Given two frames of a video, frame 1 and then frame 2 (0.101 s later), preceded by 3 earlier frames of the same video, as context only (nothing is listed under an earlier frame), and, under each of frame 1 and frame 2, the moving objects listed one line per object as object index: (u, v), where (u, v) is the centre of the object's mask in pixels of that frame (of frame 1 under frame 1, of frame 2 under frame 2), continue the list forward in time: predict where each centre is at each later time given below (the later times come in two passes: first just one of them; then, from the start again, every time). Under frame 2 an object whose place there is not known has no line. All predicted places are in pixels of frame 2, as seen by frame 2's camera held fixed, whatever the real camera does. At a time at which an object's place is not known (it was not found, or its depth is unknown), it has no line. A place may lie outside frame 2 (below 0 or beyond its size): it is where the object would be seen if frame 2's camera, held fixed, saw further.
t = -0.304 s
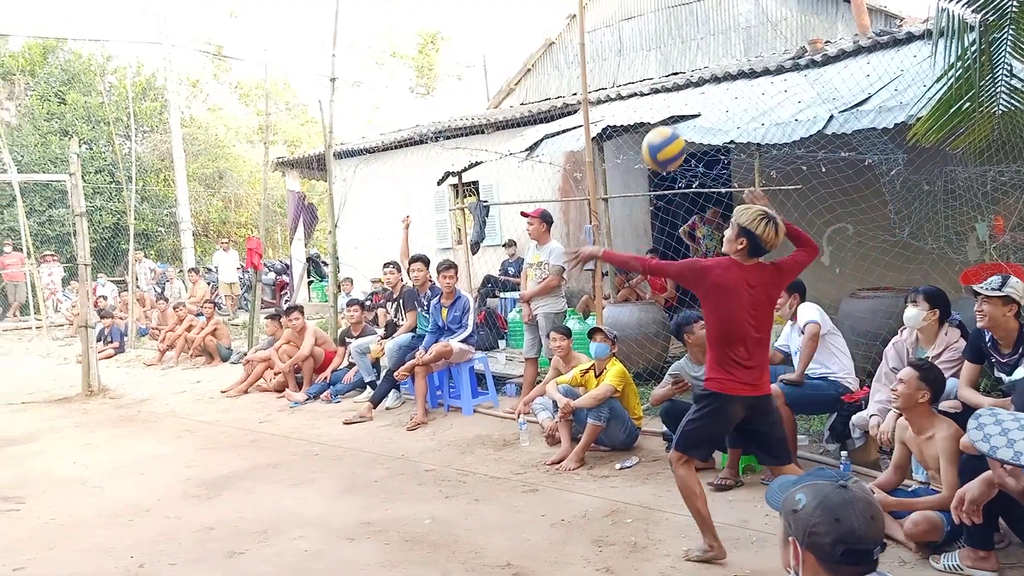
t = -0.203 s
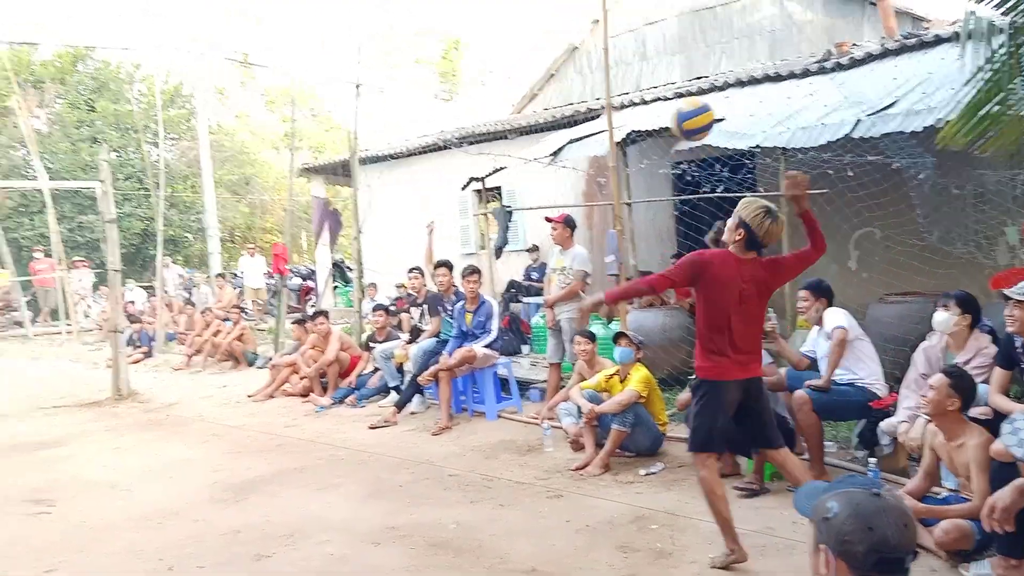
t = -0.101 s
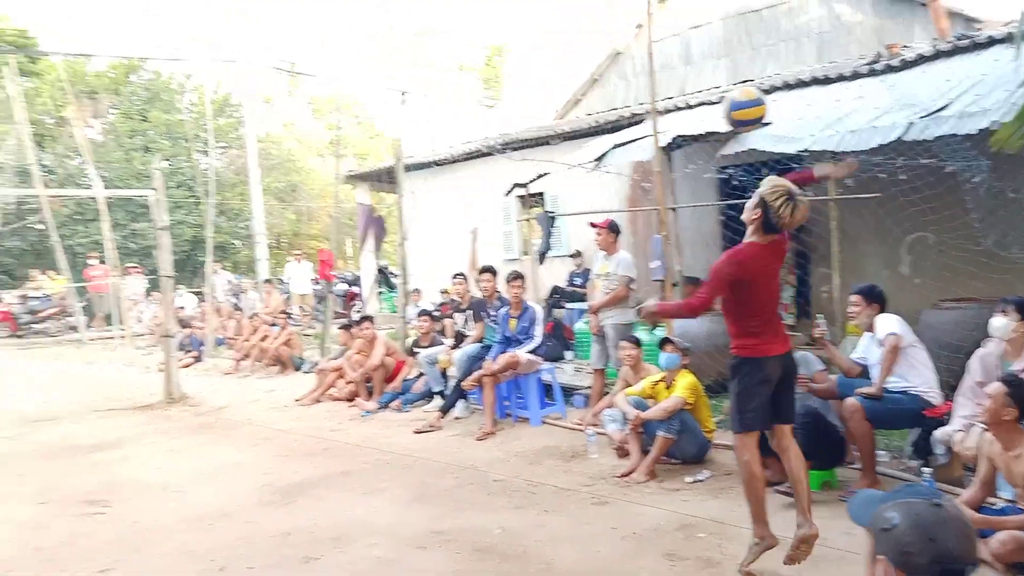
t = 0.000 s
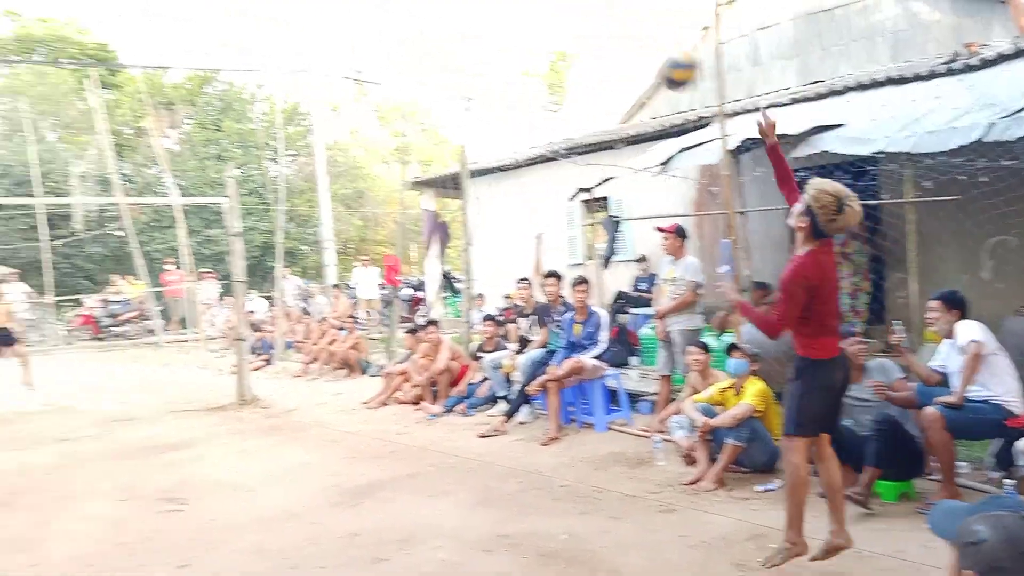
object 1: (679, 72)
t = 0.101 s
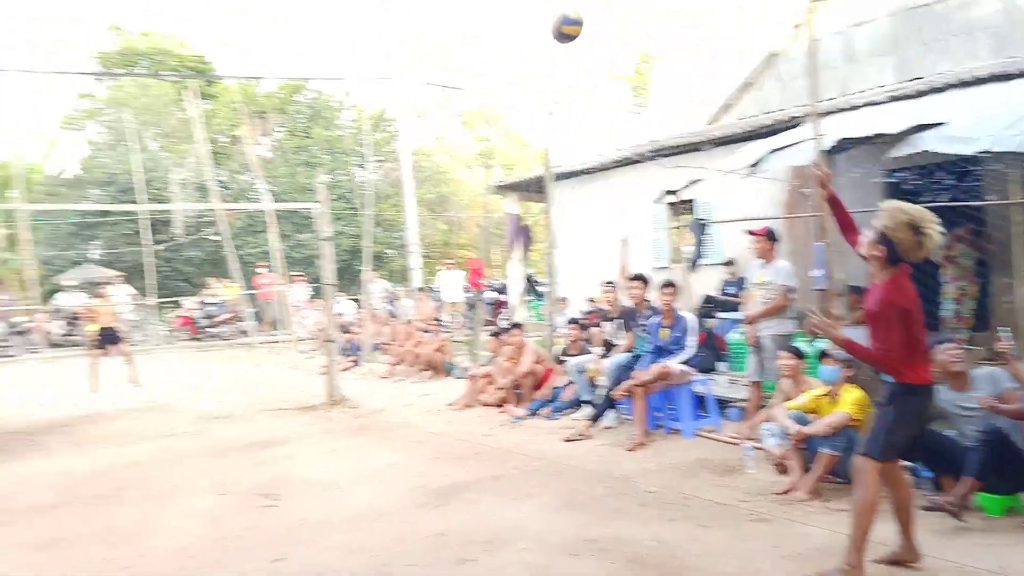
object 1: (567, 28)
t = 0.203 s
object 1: (413, 8)
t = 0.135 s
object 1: (511, 18)
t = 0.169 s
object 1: (460, 11)
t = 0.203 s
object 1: (413, 8)
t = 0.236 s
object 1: (370, 6)
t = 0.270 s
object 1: (331, 5)
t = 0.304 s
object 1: (294, 5)
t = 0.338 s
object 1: (259, 5)
